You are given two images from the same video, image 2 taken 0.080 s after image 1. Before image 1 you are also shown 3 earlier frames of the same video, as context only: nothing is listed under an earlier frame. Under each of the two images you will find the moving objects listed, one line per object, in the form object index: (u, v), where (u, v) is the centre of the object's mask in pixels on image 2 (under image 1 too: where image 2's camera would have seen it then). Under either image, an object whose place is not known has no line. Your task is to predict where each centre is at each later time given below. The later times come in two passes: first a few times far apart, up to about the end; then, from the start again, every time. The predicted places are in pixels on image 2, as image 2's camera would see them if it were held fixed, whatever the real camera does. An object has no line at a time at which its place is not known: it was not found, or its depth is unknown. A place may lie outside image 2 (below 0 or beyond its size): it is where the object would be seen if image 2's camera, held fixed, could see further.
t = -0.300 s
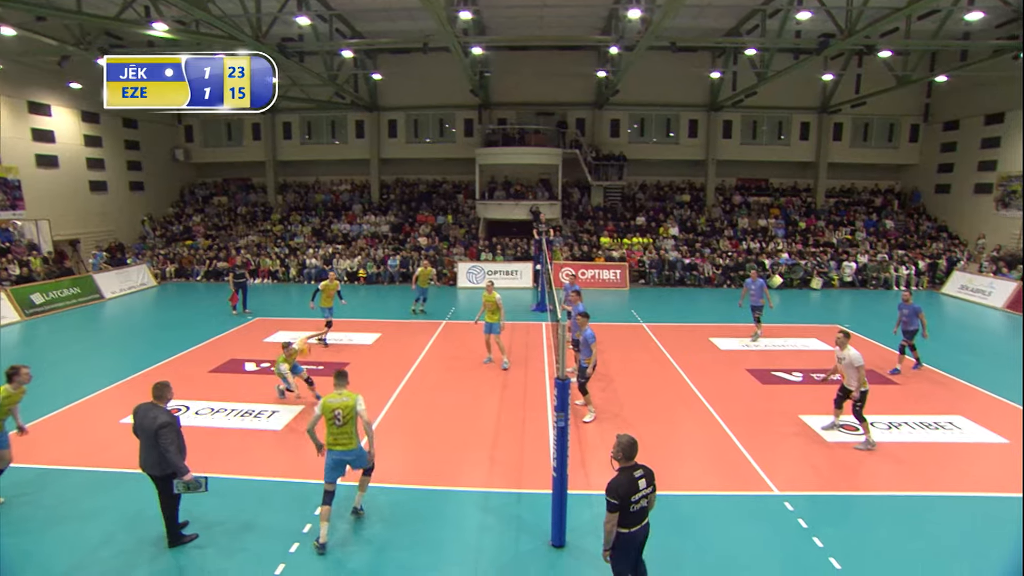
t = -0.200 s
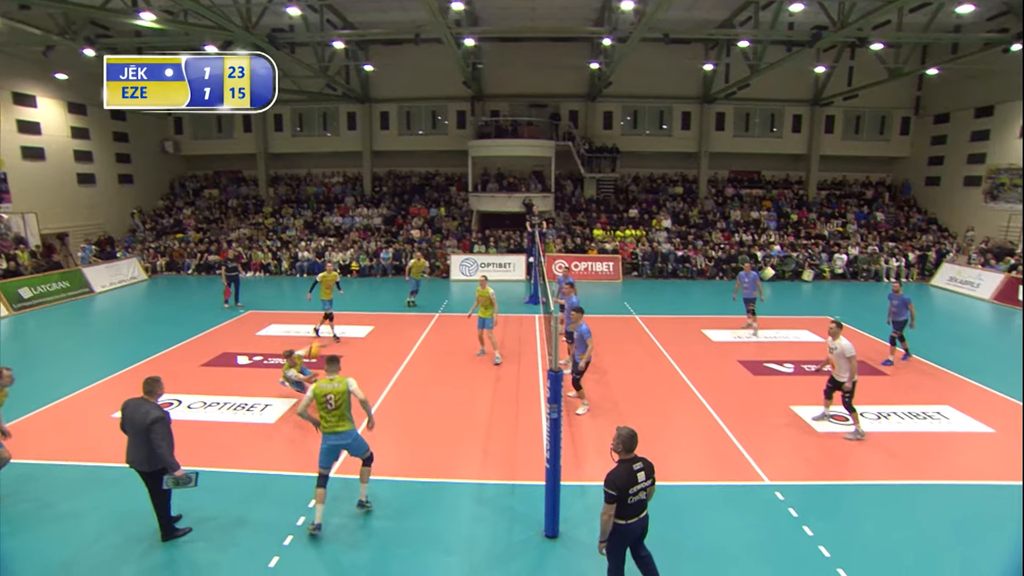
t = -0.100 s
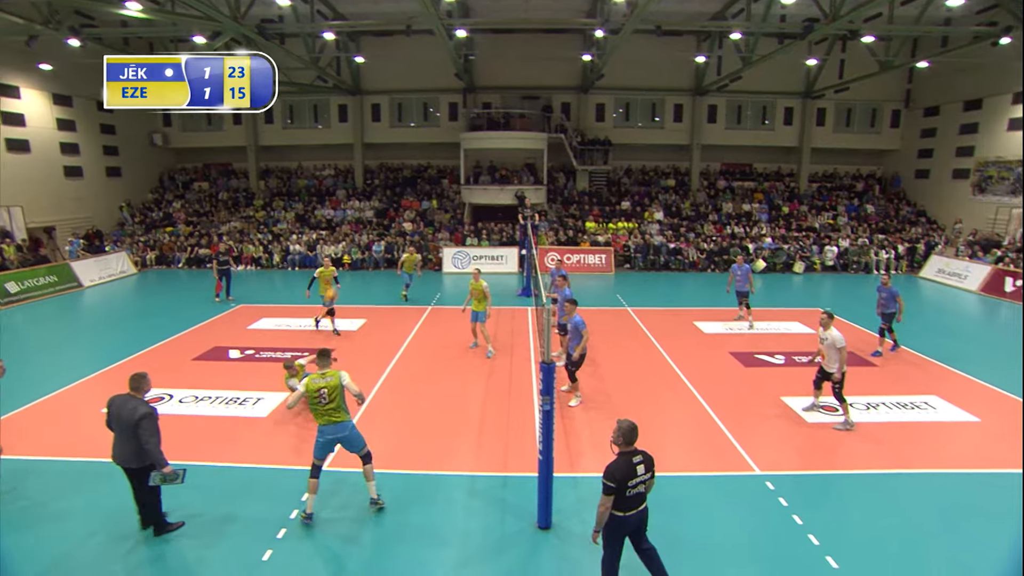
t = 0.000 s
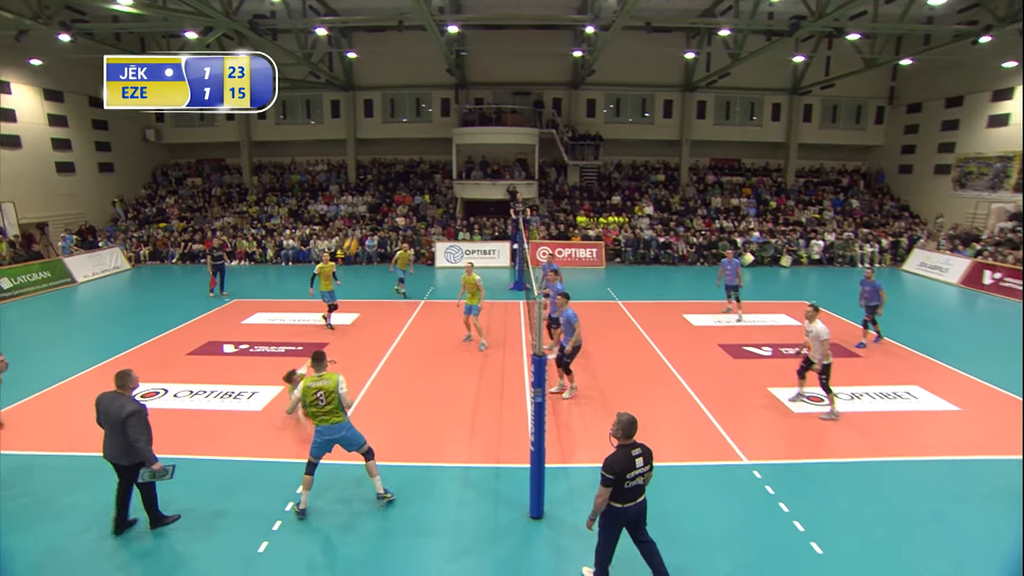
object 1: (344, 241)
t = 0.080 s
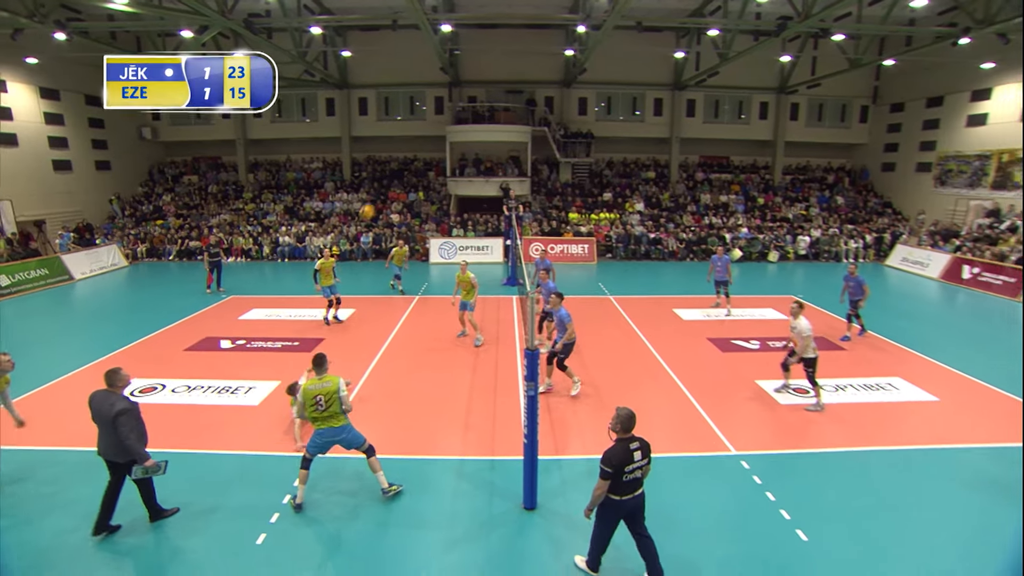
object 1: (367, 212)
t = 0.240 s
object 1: (410, 163)
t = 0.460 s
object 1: (468, 121)
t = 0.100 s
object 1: (372, 204)
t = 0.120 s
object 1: (378, 198)
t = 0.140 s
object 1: (383, 191)
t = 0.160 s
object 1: (389, 185)
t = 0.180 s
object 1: (394, 179)
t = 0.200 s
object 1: (400, 173)
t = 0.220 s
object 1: (405, 168)
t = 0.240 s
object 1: (410, 163)
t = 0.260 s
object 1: (416, 157)
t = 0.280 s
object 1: (421, 153)
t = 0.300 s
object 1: (426, 148)
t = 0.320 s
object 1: (431, 144)
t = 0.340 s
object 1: (436, 140)
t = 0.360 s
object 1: (441, 136)
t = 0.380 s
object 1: (446, 133)
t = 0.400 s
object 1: (452, 129)
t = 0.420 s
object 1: (457, 127)
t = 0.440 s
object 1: (463, 124)
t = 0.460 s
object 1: (468, 121)
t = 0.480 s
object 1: (473, 120)
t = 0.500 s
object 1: (479, 118)
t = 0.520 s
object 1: (484, 117)
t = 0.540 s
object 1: (489, 116)
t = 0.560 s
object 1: (494, 115)
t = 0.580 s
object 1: (499, 114)
